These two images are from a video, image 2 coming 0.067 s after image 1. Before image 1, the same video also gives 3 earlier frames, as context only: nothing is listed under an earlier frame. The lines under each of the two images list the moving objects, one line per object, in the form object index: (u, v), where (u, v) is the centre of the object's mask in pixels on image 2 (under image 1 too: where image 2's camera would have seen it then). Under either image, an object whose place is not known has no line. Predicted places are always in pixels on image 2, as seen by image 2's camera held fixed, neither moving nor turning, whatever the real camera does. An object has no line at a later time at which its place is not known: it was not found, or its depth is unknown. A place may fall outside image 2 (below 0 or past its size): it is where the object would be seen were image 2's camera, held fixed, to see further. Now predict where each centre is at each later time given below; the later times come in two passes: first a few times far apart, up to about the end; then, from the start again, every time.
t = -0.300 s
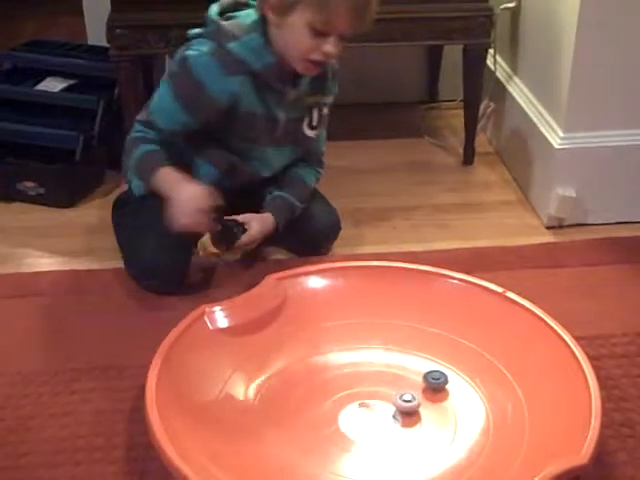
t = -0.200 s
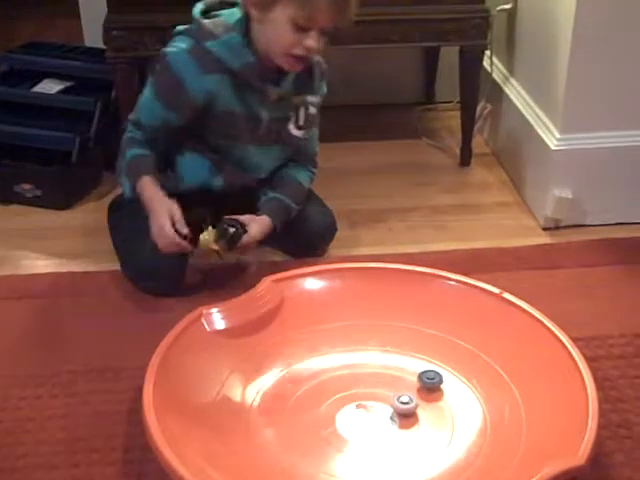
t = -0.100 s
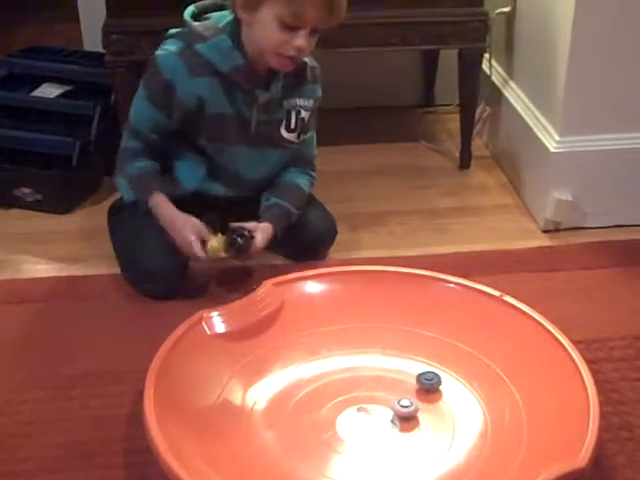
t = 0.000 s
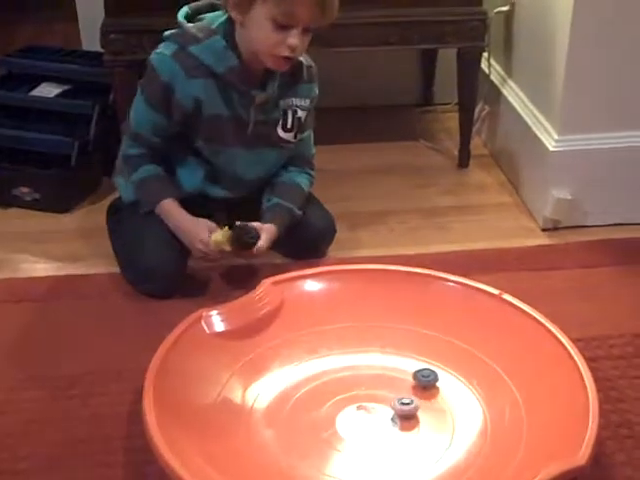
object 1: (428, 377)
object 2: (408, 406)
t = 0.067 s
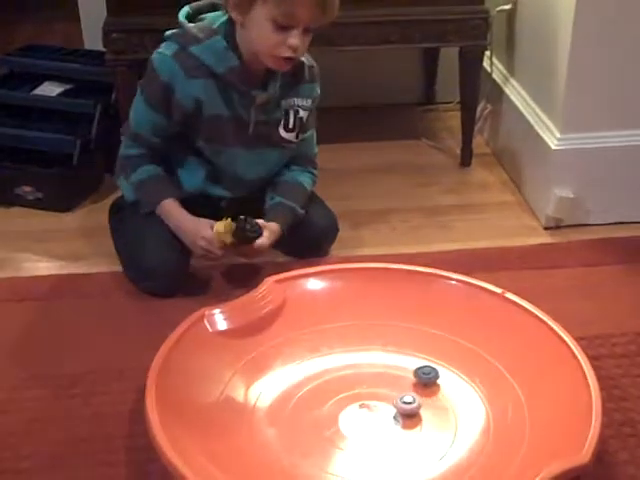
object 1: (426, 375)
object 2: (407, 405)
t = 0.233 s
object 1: (421, 373)
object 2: (409, 406)
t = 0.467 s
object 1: (414, 370)
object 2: (410, 407)
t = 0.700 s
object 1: (405, 367)
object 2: (410, 408)
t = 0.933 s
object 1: (395, 364)
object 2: (411, 409)
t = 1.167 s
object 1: (383, 362)
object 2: (411, 410)
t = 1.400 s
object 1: (369, 362)
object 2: (412, 410)
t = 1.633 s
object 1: (354, 363)
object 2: (411, 410)
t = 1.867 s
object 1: (340, 365)
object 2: (413, 411)
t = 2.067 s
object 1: (329, 368)
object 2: (414, 411)
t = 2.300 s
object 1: (318, 373)
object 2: (414, 411)
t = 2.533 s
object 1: (308, 378)
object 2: (417, 412)
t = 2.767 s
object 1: (300, 384)
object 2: (418, 413)
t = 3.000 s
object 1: (294, 391)
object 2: (419, 416)
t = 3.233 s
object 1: (289, 397)
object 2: (419, 418)
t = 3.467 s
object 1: (286, 404)
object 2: (418, 421)
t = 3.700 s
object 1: (284, 410)
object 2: (417, 422)
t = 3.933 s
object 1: (283, 416)
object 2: (417, 423)
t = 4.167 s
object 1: (283, 423)
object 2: (411, 423)
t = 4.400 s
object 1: (285, 429)
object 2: (411, 425)
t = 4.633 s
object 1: (288, 436)
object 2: (414, 427)
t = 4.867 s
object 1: (292, 443)
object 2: (416, 426)
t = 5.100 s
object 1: (298, 449)
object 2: (416, 425)
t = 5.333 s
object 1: (306, 456)
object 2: (416, 426)
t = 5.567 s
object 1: (319, 463)
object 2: (413, 426)
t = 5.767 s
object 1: (331, 469)
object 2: (409, 427)
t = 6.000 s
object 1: (348, 474)
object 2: (403, 427)
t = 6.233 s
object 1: (366, 478)
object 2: (401, 430)
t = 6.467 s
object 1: (386, 478)
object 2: (405, 434)
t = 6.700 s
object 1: (404, 475)
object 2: (408, 436)
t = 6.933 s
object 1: (420, 473)
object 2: (407, 435)
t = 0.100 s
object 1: (425, 375)
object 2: (407, 406)
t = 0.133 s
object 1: (424, 375)
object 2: (409, 406)
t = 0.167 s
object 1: (423, 374)
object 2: (408, 406)
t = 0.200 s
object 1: (422, 374)
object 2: (408, 405)
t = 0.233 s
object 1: (421, 373)
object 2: (409, 406)
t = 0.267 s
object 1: (420, 373)
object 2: (408, 406)
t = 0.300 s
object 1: (419, 372)
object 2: (409, 406)
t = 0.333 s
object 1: (418, 372)
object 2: (409, 407)
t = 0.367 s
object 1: (417, 372)
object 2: (409, 406)
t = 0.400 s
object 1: (416, 371)
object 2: (409, 406)
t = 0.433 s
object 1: (415, 370)
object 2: (409, 407)
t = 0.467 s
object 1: (414, 370)
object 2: (410, 407)
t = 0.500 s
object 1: (413, 369)
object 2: (410, 407)
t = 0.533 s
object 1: (412, 369)
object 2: (410, 406)
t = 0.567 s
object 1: (410, 369)
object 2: (410, 407)
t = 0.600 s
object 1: (409, 368)
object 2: (410, 407)
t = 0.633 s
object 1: (408, 368)
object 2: (410, 407)
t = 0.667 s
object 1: (407, 367)
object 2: (410, 407)
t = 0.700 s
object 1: (405, 367)
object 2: (410, 408)
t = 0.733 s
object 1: (404, 367)
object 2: (410, 408)
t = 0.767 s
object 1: (402, 366)
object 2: (411, 409)
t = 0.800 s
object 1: (401, 366)
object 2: (411, 409)
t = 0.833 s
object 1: (399, 365)
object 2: (411, 409)
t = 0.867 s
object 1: (398, 365)
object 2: (411, 408)
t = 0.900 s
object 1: (396, 364)
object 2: (411, 409)
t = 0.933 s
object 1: (395, 364)
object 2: (411, 409)
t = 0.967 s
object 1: (393, 364)
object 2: (411, 409)
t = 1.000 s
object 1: (391, 364)
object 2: (411, 410)
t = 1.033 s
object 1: (390, 363)
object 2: (411, 410)
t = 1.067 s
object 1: (388, 363)
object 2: (412, 410)
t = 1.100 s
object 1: (387, 363)
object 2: (412, 410)
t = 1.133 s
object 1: (385, 363)
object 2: (411, 410)
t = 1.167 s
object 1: (383, 362)
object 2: (411, 410)
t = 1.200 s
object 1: (381, 362)
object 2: (412, 409)
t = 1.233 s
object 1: (379, 363)
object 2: (412, 410)
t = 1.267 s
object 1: (377, 362)
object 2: (412, 409)
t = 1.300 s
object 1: (375, 362)
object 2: (413, 410)
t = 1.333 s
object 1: (373, 362)
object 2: (413, 409)
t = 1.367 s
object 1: (371, 362)
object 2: (413, 410)
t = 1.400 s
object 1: (369, 362)
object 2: (412, 410)
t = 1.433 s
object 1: (366, 362)
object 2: (412, 410)
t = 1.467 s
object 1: (365, 362)
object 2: (413, 410)
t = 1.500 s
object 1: (362, 363)
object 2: (412, 411)
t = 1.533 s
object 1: (360, 363)
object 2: (412, 411)
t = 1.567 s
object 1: (358, 363)
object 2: (412, 410)
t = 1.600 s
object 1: (356, 363)
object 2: (412, 410)
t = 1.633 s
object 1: (354, 363)
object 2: (411, 410)
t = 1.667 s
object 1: (352, 363)
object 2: (412, 411)
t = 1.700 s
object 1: (350, 363)
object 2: (412, 411)
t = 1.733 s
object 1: (348, 364)
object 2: (413, 411)
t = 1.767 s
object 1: (346, 364)
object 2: (414, 411)
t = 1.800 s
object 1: (344, 365)
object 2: (414, 411)
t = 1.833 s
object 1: (342, 365)
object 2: (413, 411)
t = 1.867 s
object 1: (340, 365)
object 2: (413, 411)
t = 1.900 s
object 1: (338, 366)
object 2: (413, 410)
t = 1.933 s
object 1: (336, 367)
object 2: (413, 411)
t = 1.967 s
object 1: (334, 367)
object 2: (413, 410)
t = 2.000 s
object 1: (332, 367)
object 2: (414, 410)
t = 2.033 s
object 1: (331, 368)
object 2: (414, 411)
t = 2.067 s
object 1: (329, 368)
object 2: (414, 411)
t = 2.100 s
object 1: (327, 369)
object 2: (415, 411)
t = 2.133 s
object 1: (325, 370)
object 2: (415, 411)
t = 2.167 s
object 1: (324, 370)
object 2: (414, 411)
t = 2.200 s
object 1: (322, 371)
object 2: (414, 412)
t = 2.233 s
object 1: (321, 372)
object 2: (414, 412)
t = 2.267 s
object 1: (319, 373)
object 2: (415, 411)
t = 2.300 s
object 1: (318, 373)
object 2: (414, 411)
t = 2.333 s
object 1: (316, 374)
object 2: (415, 411)
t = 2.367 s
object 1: (315, 375)
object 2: (415, 411)
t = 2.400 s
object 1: (313, 375)
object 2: (416, 411)
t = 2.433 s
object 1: (312, 376)
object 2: (416, 411)
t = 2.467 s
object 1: (311, 377)
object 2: (416, 411)
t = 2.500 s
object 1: (310, 378)
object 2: (417, 411)
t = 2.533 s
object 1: (308, 378)
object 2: (417, 412)
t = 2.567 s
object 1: (307, 379)
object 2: (417, 412)
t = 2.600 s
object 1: (306, 380)
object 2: (418, 412)
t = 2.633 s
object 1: (304, 381)
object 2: (418, 412)
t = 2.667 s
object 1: (303, 382)
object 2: (418, 412)
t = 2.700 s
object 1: (302, 383)
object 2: (418, 412)
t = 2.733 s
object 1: (301, 383)
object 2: (419, 413)
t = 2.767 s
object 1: (300, 384)
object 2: (418, 413)
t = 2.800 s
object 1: (299, 385)
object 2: (418, 413)
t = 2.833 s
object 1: (299, 386)
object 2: (418, 414)
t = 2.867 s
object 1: (298, 387)
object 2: (419, 415)
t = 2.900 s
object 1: (297, 388)
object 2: (419, 416)
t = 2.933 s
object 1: (295, 388)
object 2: (418, 416)
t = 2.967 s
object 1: (295, 389)
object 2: (419, 415)
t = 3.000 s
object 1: (294, 391)
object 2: (419, 416)
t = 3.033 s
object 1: (293, 391)
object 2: (418, 416)
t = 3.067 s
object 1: (292, 392)
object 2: (419, 417)
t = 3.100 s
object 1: (292, 393)
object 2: (419, 417)
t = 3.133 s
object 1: (291, 395)
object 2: (419, 417)
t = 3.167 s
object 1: (290, 395)
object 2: (419, 418)
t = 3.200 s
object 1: (289, 396)
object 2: (419, 417)
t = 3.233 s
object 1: (289, 397)
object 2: (419, 418)
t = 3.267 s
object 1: (288, 398)
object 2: (419, 418)
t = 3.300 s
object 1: (288, 399)
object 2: (418, 419)
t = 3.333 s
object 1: (287, 400)
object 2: (418, 419)
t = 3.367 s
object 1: (287, 401)
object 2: (419, 419)
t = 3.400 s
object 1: (287, 402)
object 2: (419, 419)
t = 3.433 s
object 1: (286, 402)
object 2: (418, 420)
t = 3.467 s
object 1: (286, 404)
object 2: (418, 421)
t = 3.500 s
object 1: (285, 405)
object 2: (418, 421)
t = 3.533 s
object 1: (285, 406)
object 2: (418, 422)
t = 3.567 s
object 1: (285, 406)
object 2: (418, 422)
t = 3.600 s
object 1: (285, 407)
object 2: (419, 422)
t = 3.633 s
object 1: (284, 409)
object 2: (419, 423)
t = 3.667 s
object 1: (284, 410)
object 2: (418, 422)
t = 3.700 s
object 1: (284, 410)
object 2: (417, 422)
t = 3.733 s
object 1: (284, 411)
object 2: (418, 422)
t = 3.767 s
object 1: (283, 412)
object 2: (418, 423)
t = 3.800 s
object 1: (283, 413)
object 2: (417, 423)
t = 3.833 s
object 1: (283, 414)
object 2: (416, 423)
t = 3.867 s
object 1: (283, 415)
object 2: (416, 422)
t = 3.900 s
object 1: (283, 416)
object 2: (418, 422)
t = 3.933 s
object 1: (283, 416)
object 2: (417, 423)
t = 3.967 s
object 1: (283, 418)
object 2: (416, 422)
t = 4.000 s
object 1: (283, 419)
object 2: (415, 422)
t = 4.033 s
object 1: (282, 419)
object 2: (414, 422)
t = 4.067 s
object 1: (283, 420)
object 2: (414, 422)
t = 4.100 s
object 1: (283, 421)
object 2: (413, 423)
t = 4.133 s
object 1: (283, 422)
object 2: (412, 423)
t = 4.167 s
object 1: (283, 423)
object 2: (411, 423)
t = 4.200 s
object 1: (283, 424)
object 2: (411, 423)
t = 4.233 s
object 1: (284, 425)
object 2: (410, 424)
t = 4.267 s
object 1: (284, 426)
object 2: (410, 424)
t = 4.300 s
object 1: (283, 426)
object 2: (410, 425)
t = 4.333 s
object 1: (284, 427)
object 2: (410, 425)
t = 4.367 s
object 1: (285, 428)
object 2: (411, 424)
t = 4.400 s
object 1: (285, 429)
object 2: (411, 425)
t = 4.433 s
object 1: (285, 430)
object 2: (411, 425)
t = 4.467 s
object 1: (285, 431)
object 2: (411, 425)
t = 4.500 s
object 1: (286, 432)
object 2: (411, 425)
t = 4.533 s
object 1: (287, 433)
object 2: (412, 426)
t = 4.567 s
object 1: (287, 434)
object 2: (412, 426)
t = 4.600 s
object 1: (287, 435)
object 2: (413, 426)
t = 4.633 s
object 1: (288, 436)
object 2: (414, 427)
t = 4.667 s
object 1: (288, 437)
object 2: (414, 427)
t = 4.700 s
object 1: (289, 438)
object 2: (415, 427)
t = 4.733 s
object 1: (290, 439)
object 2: (415, 427)
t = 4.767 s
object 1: (290, 440)
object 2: (416, 428)
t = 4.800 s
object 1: (290, 441)
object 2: (416, 427)
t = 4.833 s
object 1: (292, 442)
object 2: (416, 426)
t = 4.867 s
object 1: (292, 443)
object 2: (416, 426)
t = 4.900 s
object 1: (293, 444)
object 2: (416, 427)
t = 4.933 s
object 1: (294, 444)
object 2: (416, 427)
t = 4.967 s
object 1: (295, 446)
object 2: (415, 426)
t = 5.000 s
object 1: (295, 446)
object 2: (416, 426)
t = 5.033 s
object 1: (296, 447)
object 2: (416, 426)
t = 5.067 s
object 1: (297, 448)
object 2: (416, 426)
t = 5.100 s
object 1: (298, 449)
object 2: (416, 425)
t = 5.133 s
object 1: (299, 450)
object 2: (416, 426)
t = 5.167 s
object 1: (300, 451)
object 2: (416, 426)
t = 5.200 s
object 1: (301, 452)
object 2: (414, 426)
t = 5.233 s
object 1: (302, 453)
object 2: (413, 426)
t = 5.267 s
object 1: (303, 454)
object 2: (413, 426)
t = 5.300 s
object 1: (305, 455)
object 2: (414, 425)
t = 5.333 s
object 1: (306, 456)
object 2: (416, 426)
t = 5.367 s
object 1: (308, 457)
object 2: (415, 428)
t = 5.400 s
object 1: (309, 458)
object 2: (415, 428)
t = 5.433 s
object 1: (311, 459)
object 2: (413, 428)
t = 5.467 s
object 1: (313, 460)
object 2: (412, 427)
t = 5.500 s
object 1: (314, 461)
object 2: (412, 427)
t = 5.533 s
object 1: (316, 462)
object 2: (413, 426)
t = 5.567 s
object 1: (319, 463)
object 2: (413, 426)
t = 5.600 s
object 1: (320, 464)
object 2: (414, 427)
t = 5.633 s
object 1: (323, 465)
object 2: (414, 428)
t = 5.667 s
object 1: (325, 466)
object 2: (412, 428)
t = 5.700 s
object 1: (327, 467)
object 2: (411, 428)
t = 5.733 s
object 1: (329, 468)
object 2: (410, 427)
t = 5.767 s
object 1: (331, 469)
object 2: (409, 427)
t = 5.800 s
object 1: (333, 470)
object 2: (408, 427)
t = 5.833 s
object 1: (336, 470)
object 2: (407, 427)
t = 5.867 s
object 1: (338, 471)
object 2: (407, 427)
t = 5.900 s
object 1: (341, 472)
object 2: (406, 427)
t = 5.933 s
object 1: (343, 472)
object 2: (405, 427)
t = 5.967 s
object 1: (346, 473)
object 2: (404, 427)
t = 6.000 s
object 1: (348, 474)
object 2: (403, 427)
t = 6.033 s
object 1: (351, 474)
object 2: (403, 427)
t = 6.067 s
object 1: (353, 475)
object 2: (402, 427)
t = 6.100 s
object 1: (356, 475)
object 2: (401, 428)
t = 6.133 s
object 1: (359, 476)
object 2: (401, 428)
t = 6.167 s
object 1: (361, 477)
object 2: (401, 429)
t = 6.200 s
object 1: (364, 477)
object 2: (402, 429)
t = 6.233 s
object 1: (366, 478)
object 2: (401, 430)
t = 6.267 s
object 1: (369, 478)
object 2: (402, 430)
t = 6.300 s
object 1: (372, 478)
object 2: (402, 431)
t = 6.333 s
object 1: (375, 479)
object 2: (403, 432)
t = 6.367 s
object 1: (378, 478)
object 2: (404, 431)
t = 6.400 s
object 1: (380, 479)
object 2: (404, 432)
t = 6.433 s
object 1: (383, 478)
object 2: (404, 432)
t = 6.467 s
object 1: (386, 478)
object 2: (405, 434)
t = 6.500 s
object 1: (388, 478)
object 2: (405, 434)
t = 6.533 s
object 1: (391, 477)
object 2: (406, 434)
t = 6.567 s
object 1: (393, 476)
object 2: (407, 433)
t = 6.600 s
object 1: (396, 476)
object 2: (408, 434)
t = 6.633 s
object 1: (398, 475)
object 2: (408, 435)
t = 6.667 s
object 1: (401, 475)
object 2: (408, 436)
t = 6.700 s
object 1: (404, 475)
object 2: (408, 436)
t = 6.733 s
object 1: (406, 475)
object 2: (408, 435)
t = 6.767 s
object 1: (408, 474)
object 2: (408, 435)
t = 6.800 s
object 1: (411, 474)
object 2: (408, 435)
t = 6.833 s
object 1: (413, 473)
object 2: (409, 436)
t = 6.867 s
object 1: (416, 473)
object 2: (408, 436)
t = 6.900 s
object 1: (418, 473)
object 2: (407, 435)
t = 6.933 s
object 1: (420, 473)
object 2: (407, 435)
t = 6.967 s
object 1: (423, 473)
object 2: (407, 435)
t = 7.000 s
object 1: (424, 473)
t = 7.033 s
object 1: (426, 472)
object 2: (405, 436)
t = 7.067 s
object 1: (428, 471)
